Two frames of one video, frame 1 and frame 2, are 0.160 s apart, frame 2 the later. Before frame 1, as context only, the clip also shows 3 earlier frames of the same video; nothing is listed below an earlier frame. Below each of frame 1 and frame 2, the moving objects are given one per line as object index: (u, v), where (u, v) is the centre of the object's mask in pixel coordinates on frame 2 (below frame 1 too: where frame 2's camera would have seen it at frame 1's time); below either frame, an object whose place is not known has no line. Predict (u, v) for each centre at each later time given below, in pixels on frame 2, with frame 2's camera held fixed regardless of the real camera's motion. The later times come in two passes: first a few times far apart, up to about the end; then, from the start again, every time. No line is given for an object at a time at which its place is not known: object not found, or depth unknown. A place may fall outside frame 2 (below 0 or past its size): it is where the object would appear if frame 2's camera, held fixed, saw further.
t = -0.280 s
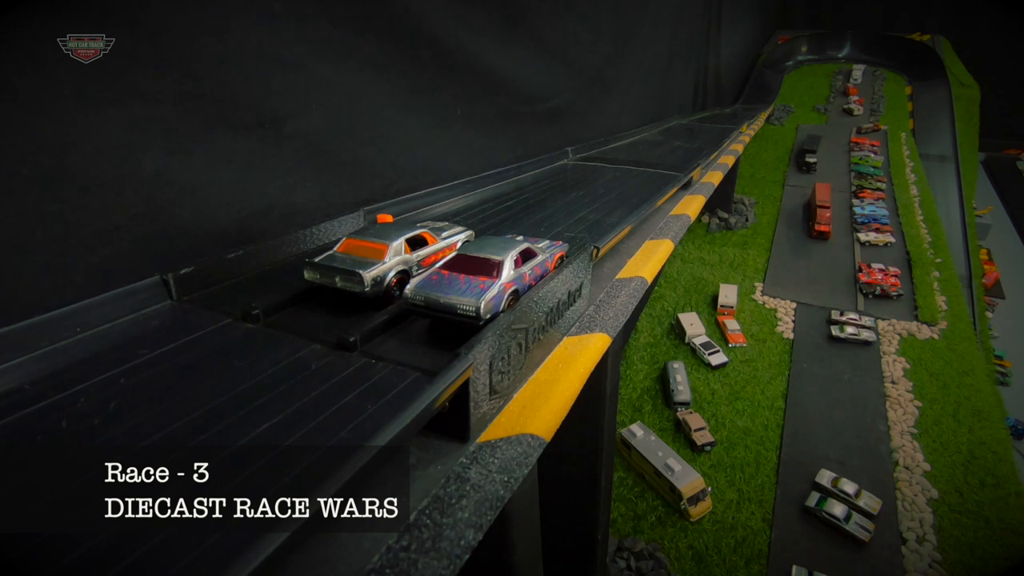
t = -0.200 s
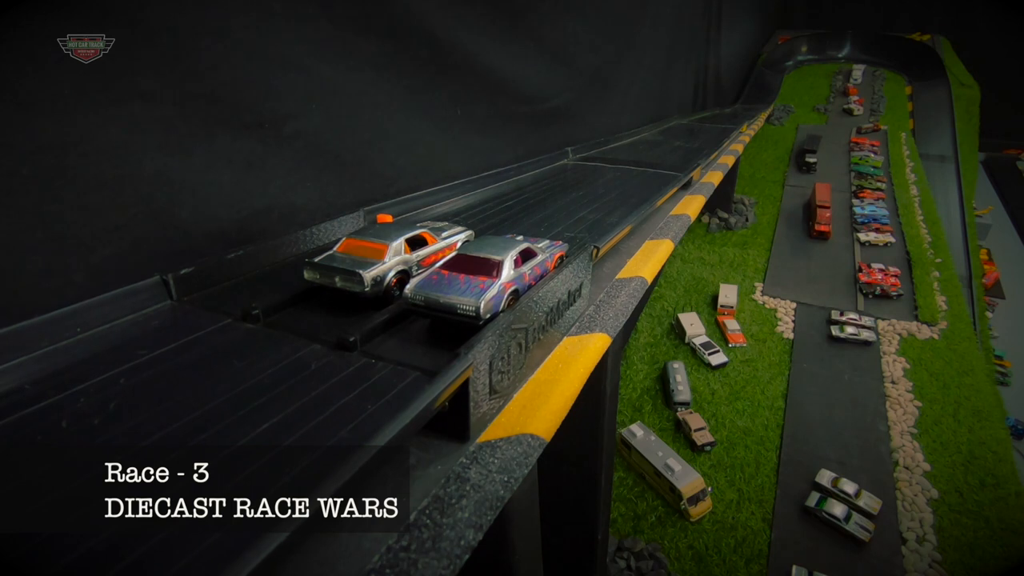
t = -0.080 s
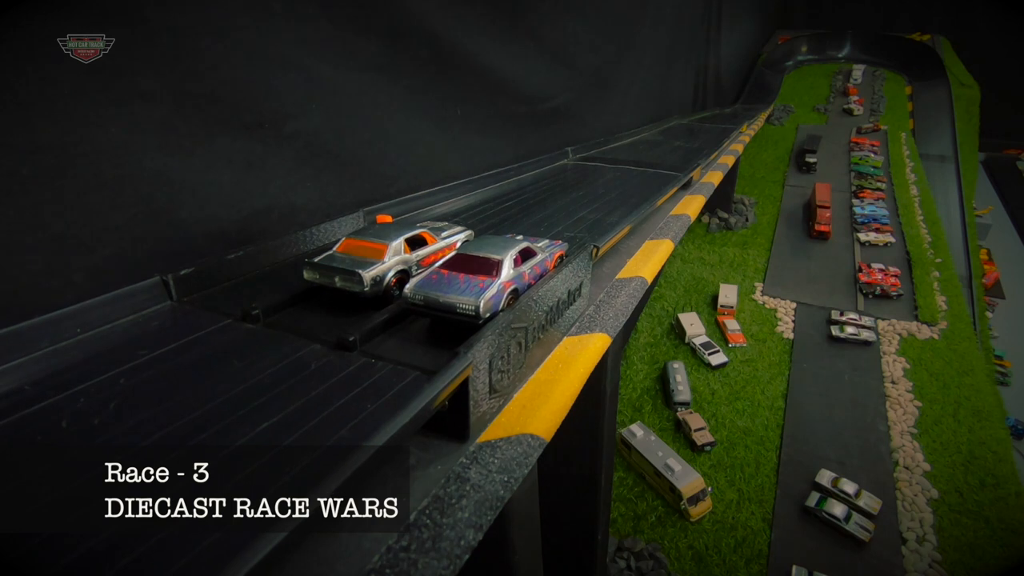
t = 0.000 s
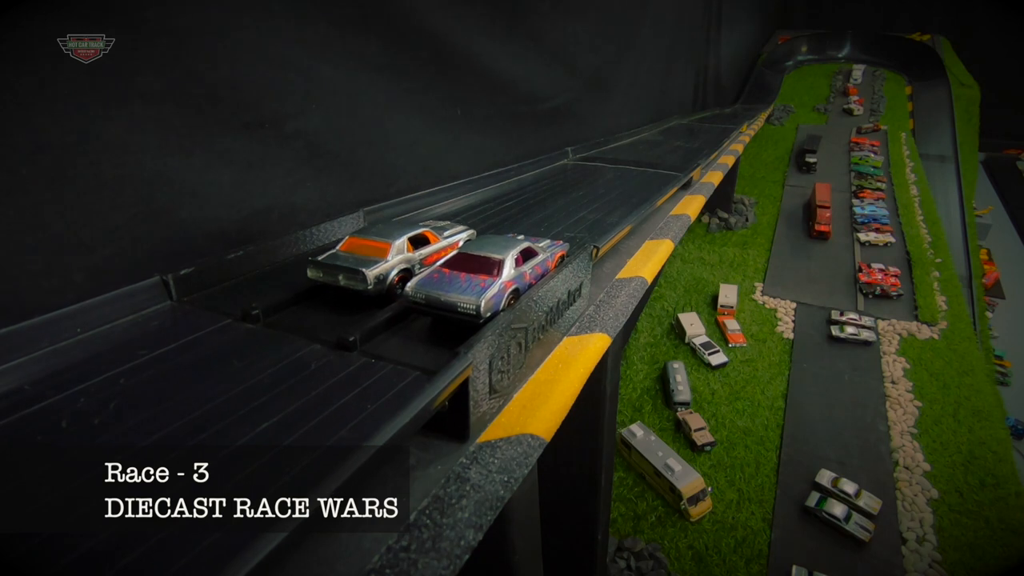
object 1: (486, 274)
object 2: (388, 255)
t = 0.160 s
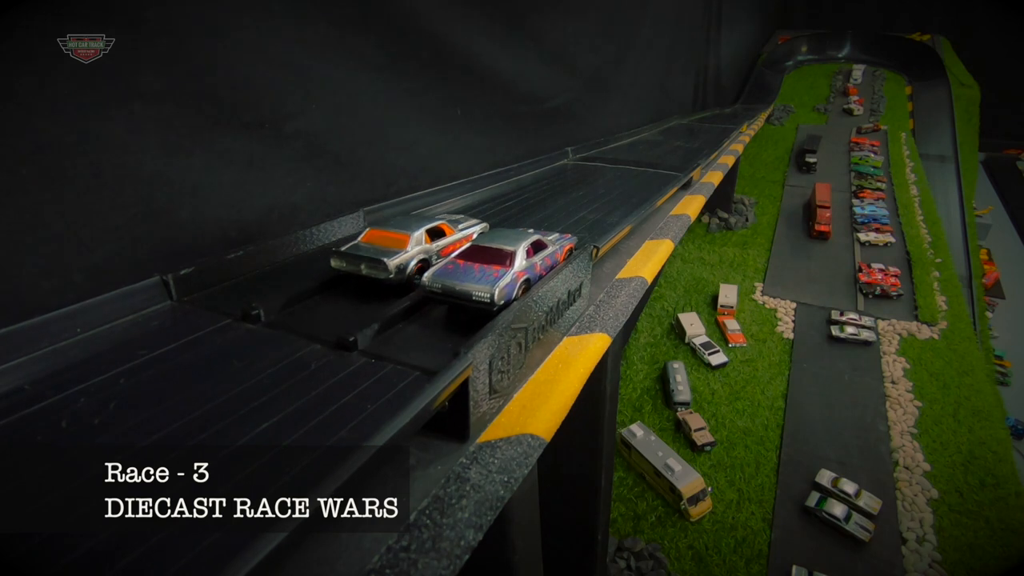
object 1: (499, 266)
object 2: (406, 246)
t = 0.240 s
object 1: (510, 258)
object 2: (421, 239)
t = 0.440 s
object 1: (544, 235)
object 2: (465, 218)
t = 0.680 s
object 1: (594, 206)
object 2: (523, 192)
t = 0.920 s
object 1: (639, 180)
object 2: (577, 171)
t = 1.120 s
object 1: (667, 163)
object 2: (610, 155)
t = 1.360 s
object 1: (692, 147)
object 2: (639, 142)
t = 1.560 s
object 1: (706, 138)
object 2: (657, 134)
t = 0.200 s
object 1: (504, 262)
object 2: (414, 243)
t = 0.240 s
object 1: (510, 258)
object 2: (421, 239)
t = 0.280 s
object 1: (516, 254)
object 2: (429, 236)
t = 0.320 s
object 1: (522, 249)
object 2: (437, 231)
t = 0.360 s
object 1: (529, 245)
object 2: (446, 227)
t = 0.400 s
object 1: (537, 240)
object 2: (454, 223)
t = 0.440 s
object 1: (544, 235)
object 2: (465, 218)
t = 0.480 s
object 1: (553, 230)
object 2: (474, 214)
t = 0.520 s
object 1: (561, 225)
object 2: (484, 209)
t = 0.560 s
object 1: (569, 220)
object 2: (494, 205)
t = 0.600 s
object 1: (577, 215)
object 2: (504, 201)
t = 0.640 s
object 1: (586, 210)
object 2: (514, 196)
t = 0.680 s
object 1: (594, 206)
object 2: (523, 192)
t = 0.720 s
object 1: (602, 200)
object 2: (532, 189)
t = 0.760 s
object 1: (610, 196)
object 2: (542, 185)
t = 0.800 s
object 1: (618, 192)
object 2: (550, 181)
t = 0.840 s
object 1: (625, 188)
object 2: (560, 177)
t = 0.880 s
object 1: (632, 184)
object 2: (569, 174)
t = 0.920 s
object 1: (639, 180)
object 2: (577, 171)
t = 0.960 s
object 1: (645, 177)
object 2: (584, 167)
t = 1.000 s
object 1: (651, 173)
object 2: (592, 164)
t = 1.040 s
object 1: (657, 169)
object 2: (598, 161)
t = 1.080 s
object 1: (662, 166)
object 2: (605, 158)
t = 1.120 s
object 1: (667, 163)
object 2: (610, 155)
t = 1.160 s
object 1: (672, 160)
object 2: (616, 153)
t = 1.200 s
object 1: (678, 156)
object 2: (621, 150)
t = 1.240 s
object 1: (682, 154)
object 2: (626, 148)
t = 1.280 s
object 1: (685, 152)
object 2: (630, 146)
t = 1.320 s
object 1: (689, 150)
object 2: (634, 144)
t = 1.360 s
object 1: (692, 147)
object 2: (639, 142)
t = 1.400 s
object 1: (695, 145)
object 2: (642, 140)
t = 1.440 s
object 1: (698, 143)
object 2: (646, 139)
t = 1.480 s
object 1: (700, 141)
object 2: (650, 137)
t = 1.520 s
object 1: (703, 139)
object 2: (654, 135)
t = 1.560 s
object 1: (706, 138)
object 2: (657, 134)
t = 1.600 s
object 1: (709, 135)
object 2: (660, 131)
